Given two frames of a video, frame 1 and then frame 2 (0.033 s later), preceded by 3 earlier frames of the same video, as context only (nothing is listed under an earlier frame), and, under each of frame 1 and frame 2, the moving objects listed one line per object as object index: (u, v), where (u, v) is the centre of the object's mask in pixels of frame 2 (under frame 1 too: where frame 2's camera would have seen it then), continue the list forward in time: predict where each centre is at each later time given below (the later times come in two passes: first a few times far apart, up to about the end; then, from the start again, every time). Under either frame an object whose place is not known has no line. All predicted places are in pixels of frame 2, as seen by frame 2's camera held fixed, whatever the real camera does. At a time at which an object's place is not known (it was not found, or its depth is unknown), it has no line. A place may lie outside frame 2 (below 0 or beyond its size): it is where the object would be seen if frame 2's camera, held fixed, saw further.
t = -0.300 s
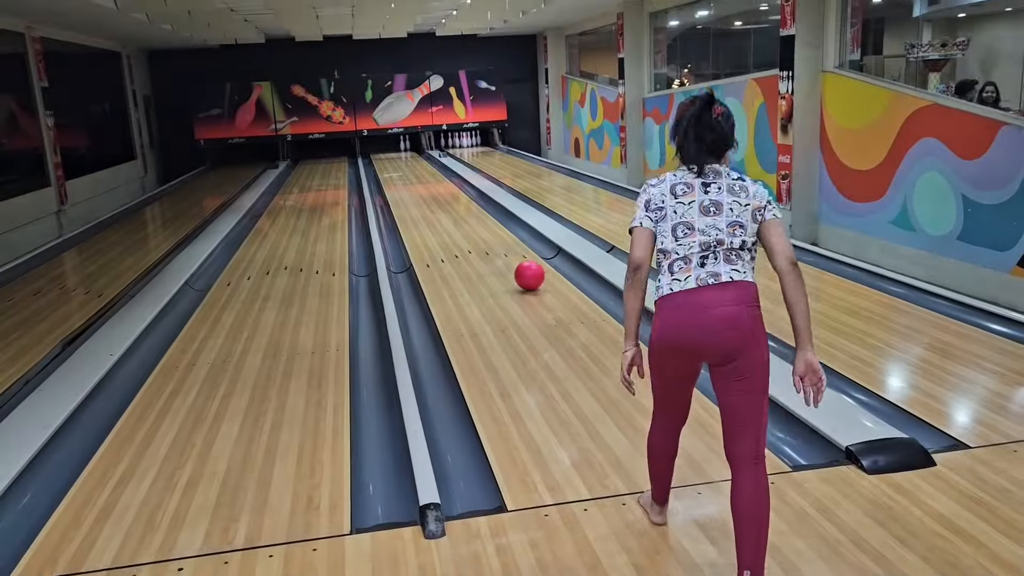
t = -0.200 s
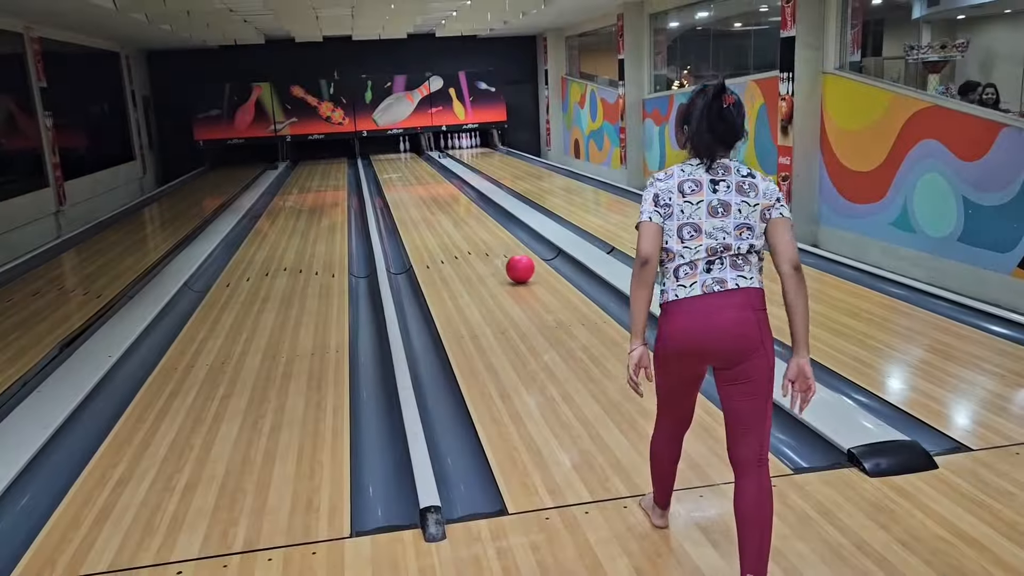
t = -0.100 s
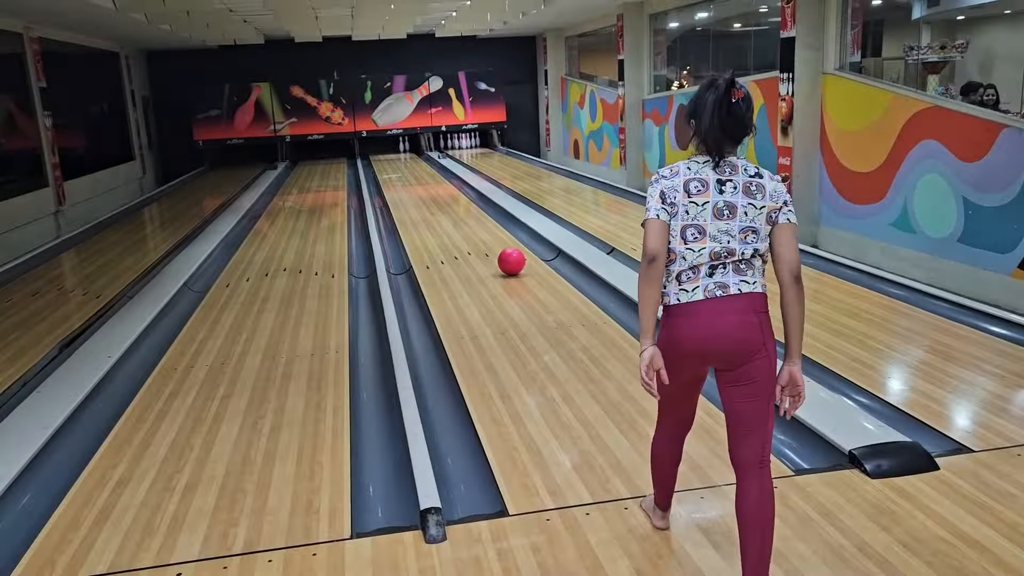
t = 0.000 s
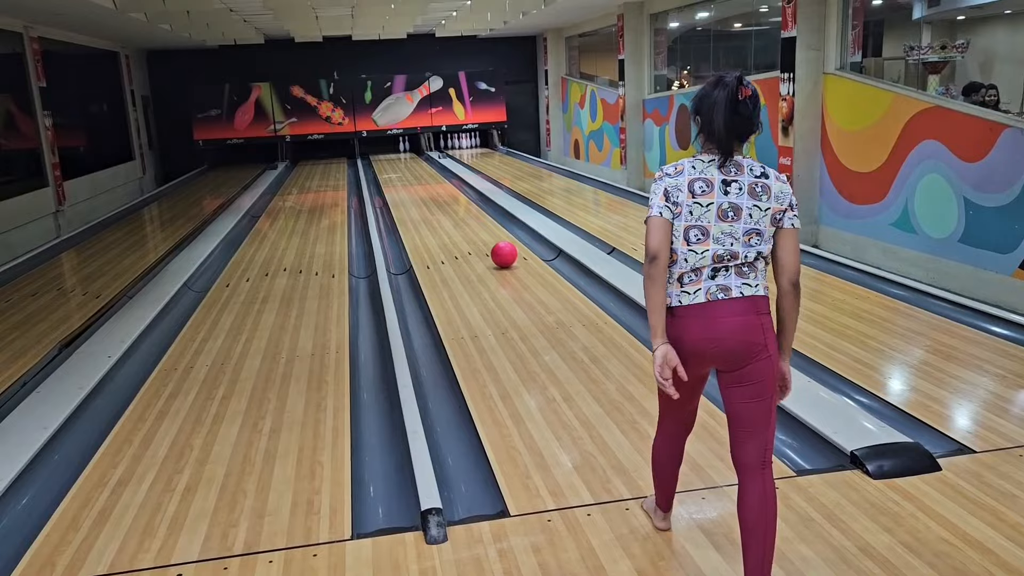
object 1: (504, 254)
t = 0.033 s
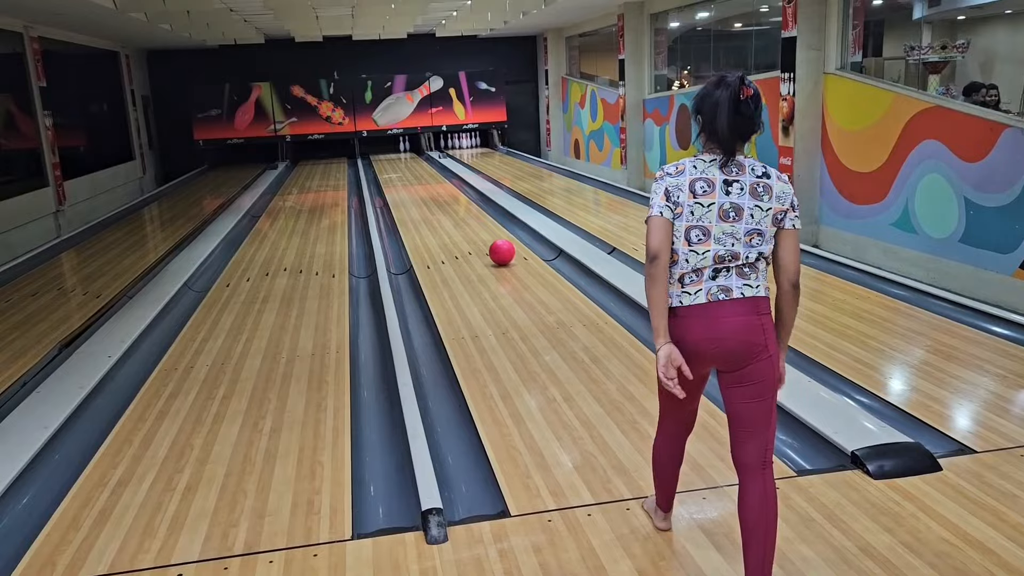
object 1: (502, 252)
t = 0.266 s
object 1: (486, 239)
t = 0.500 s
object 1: (473, 227)
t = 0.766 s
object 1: (461, 218)
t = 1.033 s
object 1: (450, 209)
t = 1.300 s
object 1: (440, 202)
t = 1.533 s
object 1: (433, 197)
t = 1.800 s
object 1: (425, 192)
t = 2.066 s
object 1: (418, 188)
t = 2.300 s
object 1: (413, 184)
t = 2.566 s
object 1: (407, 181)
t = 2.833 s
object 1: (401, 177)
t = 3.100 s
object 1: (396, 174)
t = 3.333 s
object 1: (391, 172)
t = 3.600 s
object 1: (387, 169)
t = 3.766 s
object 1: (384, 167)
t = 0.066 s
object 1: (499, 250)
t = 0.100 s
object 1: (497, 248)
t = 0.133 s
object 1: (495, 246)
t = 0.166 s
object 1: (493, 244)
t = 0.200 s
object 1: (490, 242)
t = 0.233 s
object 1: (488, 240)
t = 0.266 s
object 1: (486, 239)
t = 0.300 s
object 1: (484, 237)
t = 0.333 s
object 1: (482, 236)
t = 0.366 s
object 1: (480, 234)
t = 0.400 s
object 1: (478, 232)
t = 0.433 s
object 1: (476, 230)
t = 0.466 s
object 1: (475, 229)
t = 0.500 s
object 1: (473, 227)
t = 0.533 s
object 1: (472, 226)
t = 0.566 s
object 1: (470, 225)
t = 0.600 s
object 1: (468, 223)
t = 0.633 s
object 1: (466, 222)
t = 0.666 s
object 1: (465, 221)
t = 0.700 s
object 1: (463, 220)
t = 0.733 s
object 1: (462, 219)
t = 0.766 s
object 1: (461, 218)
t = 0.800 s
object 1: (459, 216)
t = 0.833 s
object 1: (457, 215)
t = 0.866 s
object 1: (456, 214)
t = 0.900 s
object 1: (455, 213)
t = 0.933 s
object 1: (453, 212)
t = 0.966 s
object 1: (452, 211)
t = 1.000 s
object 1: (451, 210)
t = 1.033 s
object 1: (450, 209)
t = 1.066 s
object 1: (448, 208)
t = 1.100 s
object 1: (447, 207)
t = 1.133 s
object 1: (446, 206)
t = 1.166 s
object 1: (445, 205)
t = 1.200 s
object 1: (443, 205)
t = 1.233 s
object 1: (442, 204)
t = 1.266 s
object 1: (441, 203)
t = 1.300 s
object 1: (440, 202)
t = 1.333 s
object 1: (439, 202)
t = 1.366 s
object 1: (438, 201)
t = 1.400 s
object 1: (437, 200)
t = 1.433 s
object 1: (436, 200)
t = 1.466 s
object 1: (435, 199)
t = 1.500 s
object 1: (434, 198)
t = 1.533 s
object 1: (433, 197)
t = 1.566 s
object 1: (432, 197)
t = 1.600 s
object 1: (431, 196)
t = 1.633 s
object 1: (430, 195)
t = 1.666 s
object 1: (429, 195)
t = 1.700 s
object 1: (428, 194)
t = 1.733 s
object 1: (427, 194)
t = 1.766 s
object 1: (426, 193)
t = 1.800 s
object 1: (425, 192)
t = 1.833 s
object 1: (424, 192)
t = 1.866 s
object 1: (423, 191)
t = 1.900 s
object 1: (422, 191)
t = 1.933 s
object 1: (422, 190)
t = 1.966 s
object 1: (421, 189)
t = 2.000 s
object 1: (420, 189)
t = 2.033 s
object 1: (419, 188)
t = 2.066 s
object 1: (418, 188)
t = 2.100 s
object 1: (417, 187)
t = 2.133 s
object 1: (417, 187)
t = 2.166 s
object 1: (416, 186)
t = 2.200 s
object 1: (415, 186)
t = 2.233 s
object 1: (414, 185)
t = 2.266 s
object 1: (414, 185)
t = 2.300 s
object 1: (413, 184)
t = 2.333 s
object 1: (412, 184)
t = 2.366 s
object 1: (412, 183)
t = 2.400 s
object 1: (411, 183)
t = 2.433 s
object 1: (410, 182)
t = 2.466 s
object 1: (409, 182)
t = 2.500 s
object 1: (409, 181)
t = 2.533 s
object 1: (408, 181)
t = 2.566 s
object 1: (407, 181)
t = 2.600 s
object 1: (406, 180)
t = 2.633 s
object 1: (405, 180)
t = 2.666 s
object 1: (405, 179)
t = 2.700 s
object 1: (404, 179)
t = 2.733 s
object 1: (404, 178)
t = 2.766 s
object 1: (403, 178)
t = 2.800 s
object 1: (402, 177)
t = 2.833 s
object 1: (401, 177)
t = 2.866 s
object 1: (401, 177)
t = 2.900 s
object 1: (400, 176)
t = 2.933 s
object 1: (399, 176)
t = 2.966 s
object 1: (399, 175)
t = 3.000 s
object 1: (398, 175)
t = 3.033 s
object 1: (397, 175)
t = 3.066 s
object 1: (397, 174)
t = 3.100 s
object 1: (396, 174)
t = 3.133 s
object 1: (395, 174)
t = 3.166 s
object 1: (395, 173)
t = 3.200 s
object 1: (394, 173)
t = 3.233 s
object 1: (394, 173)
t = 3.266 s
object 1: (393, 172)
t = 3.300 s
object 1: (392, 172)
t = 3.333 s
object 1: (391, 172)
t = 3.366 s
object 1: (391, 171)
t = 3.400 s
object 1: (390, 171)
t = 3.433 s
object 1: (390, 171)
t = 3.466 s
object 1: (389, 170)
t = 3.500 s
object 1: (389, 170)
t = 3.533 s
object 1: (388, 170)
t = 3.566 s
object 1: (387, 169)
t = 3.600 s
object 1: (387, 169)
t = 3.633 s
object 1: (386, 169)
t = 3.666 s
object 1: (385, 168)
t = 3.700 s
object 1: (385, 168)
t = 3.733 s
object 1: (384, 168)
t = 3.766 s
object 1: (384, 167)
